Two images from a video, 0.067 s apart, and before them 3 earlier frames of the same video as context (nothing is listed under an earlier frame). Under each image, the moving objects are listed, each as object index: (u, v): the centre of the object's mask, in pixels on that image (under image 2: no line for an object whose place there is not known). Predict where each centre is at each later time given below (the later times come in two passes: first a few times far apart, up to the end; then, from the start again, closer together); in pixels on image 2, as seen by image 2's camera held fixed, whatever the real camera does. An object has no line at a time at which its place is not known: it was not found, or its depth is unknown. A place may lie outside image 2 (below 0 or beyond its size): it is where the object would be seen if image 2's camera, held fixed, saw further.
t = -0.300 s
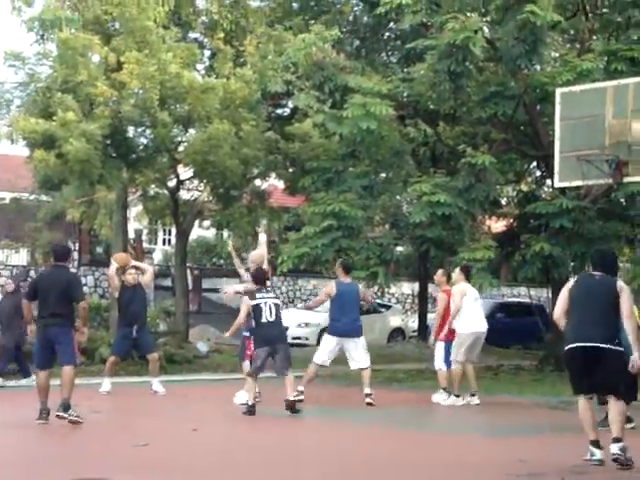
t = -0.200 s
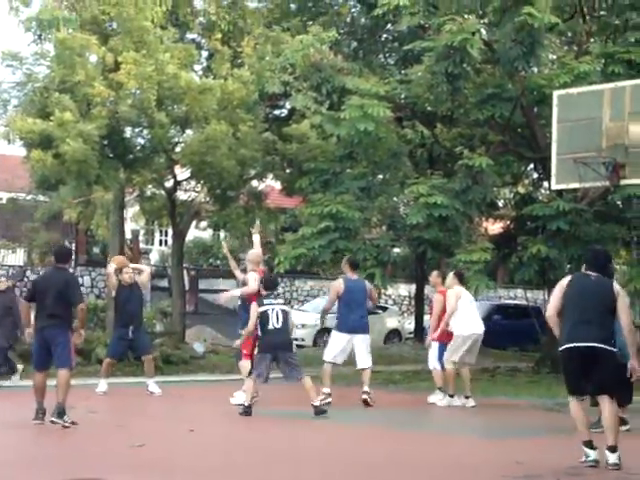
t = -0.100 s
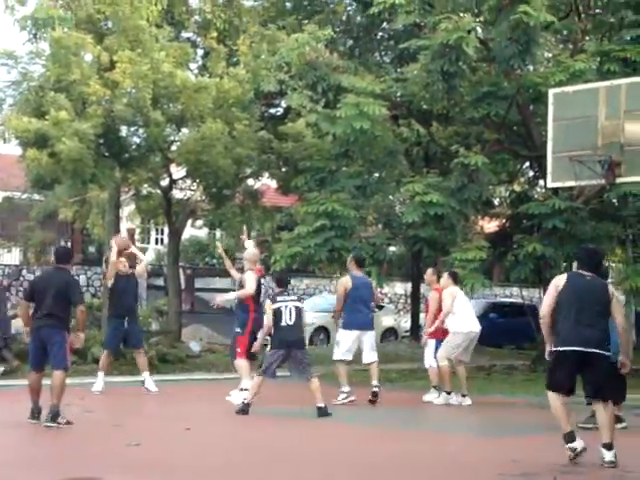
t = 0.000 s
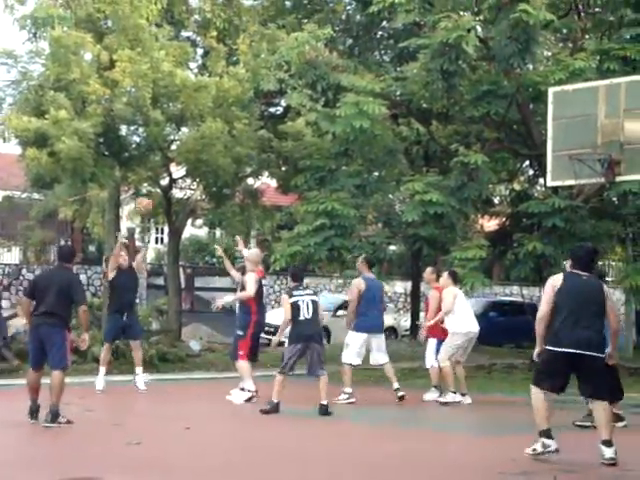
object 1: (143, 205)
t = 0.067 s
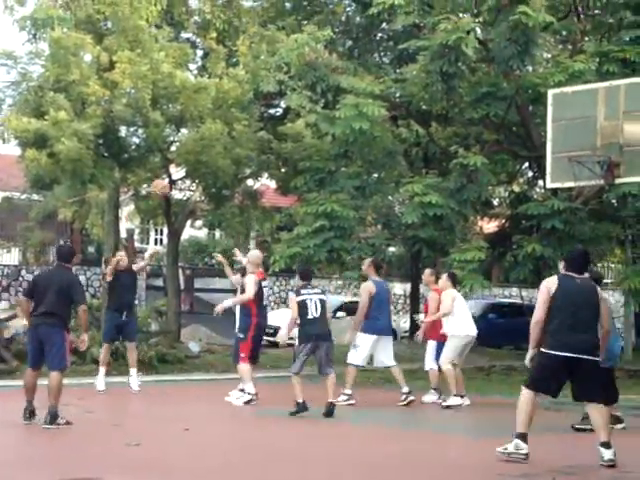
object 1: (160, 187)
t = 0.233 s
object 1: (207, 153)
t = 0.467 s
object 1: (281, 140)
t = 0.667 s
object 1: (355, 168)
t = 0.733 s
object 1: (381, 187)
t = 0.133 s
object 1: (178, 172)
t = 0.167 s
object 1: (187, 165)
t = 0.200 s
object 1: (197, 158)
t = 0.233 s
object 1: (207, 153)
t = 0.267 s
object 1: (216, 148)
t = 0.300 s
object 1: (227, 145)
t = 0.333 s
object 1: (237, 142)
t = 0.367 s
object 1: (248, 140)
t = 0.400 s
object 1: (259, 140)
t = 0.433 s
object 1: (269, 140)
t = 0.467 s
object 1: (281, 140)
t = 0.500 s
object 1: (293, 141)
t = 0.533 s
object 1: (305, 144)
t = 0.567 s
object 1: (316, 148)
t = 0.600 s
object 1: (329, 154)
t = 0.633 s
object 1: (341, 160)
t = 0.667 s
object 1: (355, 168)
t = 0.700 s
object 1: (367, 177)
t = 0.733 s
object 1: (381, 187)
